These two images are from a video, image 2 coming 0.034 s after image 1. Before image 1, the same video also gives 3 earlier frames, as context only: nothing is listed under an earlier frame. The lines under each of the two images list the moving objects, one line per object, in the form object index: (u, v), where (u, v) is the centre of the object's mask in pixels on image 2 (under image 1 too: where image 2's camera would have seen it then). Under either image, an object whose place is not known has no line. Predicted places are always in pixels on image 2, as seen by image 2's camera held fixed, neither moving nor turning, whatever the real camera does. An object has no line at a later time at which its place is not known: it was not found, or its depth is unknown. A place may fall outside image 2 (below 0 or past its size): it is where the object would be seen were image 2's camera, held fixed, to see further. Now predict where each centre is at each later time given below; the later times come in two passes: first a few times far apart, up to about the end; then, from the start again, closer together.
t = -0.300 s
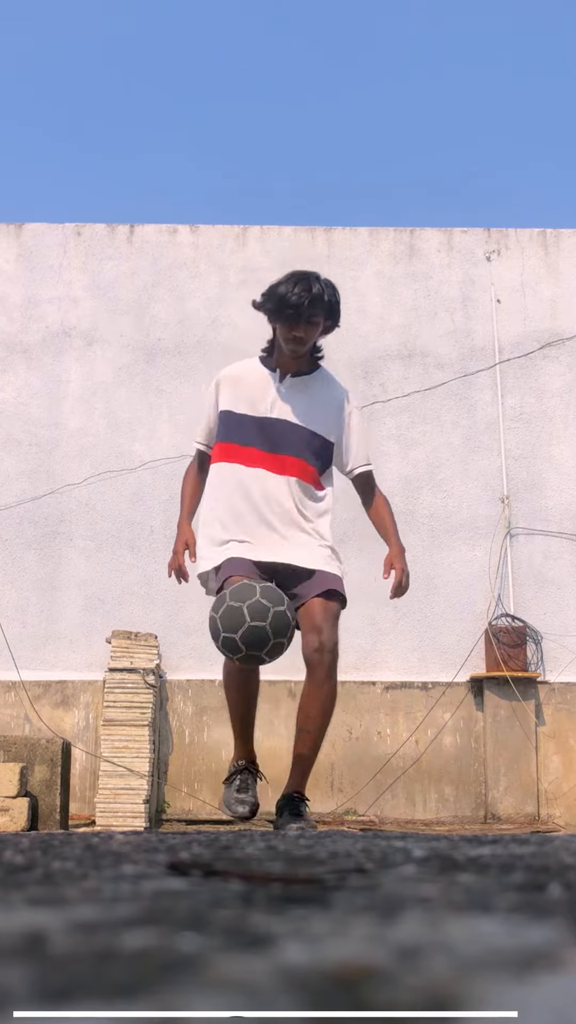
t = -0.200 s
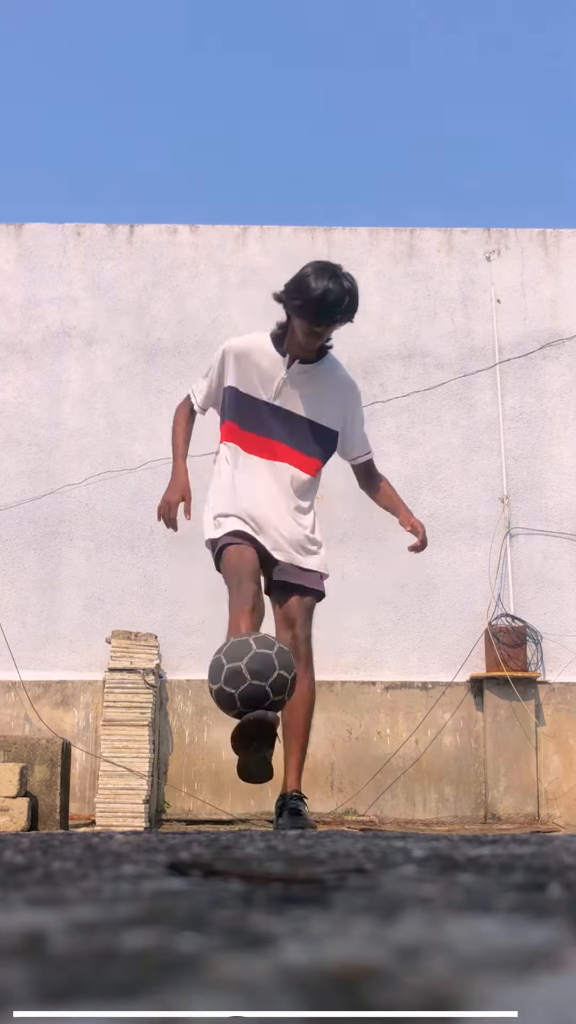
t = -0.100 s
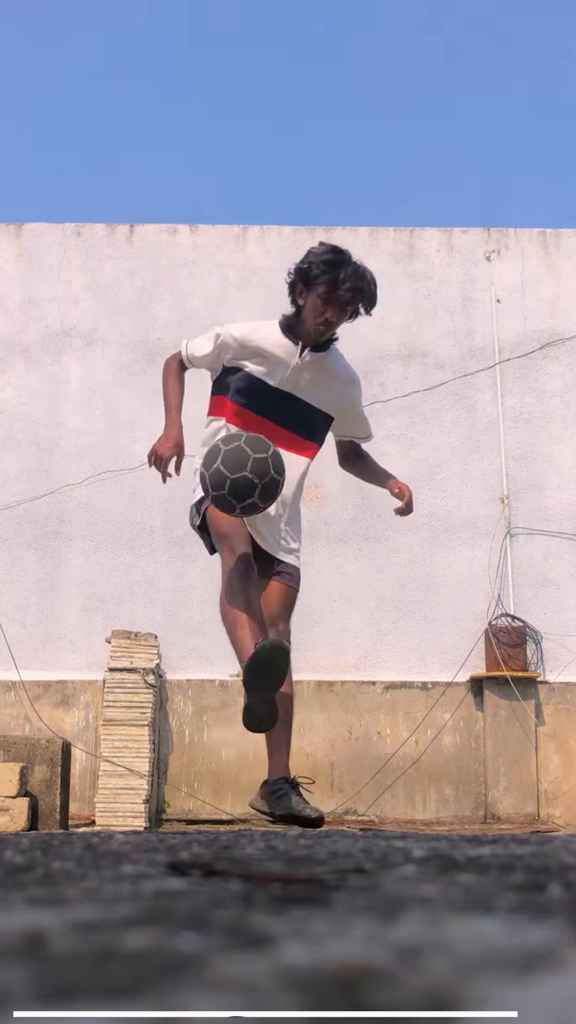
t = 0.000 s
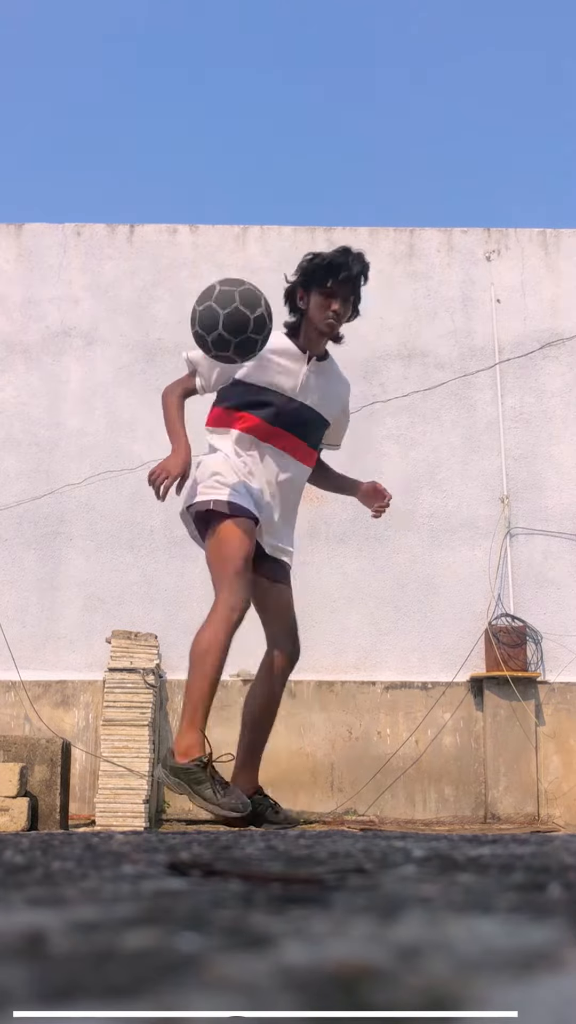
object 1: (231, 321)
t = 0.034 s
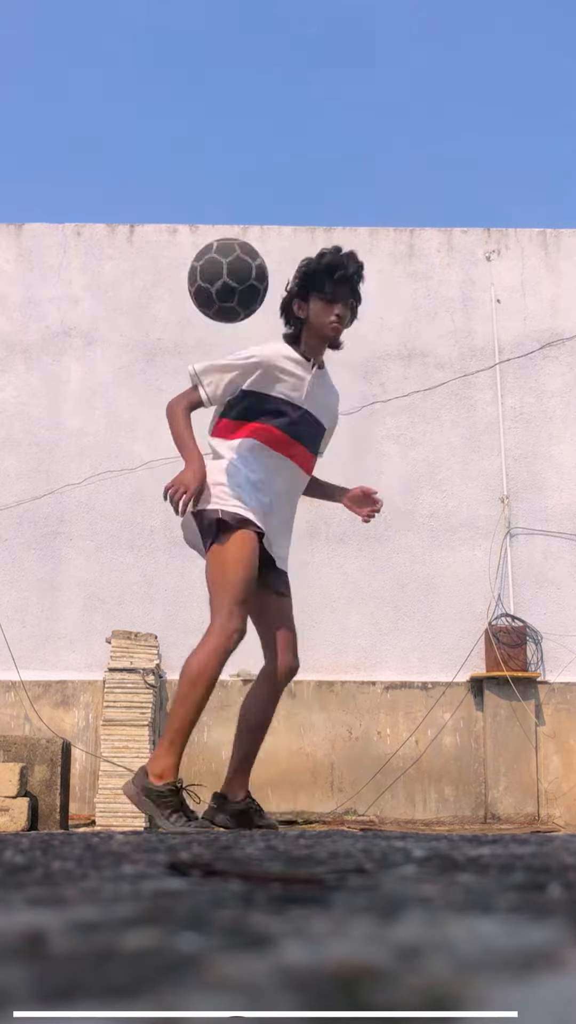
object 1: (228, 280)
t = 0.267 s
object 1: (205, 116)
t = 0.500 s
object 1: (181, 126)
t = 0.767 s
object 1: (152, 317)
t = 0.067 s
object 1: (225, 244)
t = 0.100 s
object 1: (221, 213)
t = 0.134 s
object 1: (218, 186)
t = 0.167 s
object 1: (215, 163)
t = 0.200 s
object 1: (212, 143)
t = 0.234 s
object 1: (209, 128)
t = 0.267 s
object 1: (205, 116)
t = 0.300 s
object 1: (202, 108)
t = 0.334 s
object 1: (199, 102)
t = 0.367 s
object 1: (195, 101)
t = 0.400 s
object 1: (191, 102)
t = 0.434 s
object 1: (188, 107)
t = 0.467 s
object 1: (184, 115)
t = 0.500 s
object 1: (181, 126)
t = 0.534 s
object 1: (177, 139)
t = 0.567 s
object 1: (174, 156)
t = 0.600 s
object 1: (170, 175)
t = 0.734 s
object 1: (155, 283)
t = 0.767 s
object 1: (152, 317)
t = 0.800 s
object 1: (148, 354)
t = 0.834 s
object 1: (144, 394)
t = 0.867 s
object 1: (140, 437)
